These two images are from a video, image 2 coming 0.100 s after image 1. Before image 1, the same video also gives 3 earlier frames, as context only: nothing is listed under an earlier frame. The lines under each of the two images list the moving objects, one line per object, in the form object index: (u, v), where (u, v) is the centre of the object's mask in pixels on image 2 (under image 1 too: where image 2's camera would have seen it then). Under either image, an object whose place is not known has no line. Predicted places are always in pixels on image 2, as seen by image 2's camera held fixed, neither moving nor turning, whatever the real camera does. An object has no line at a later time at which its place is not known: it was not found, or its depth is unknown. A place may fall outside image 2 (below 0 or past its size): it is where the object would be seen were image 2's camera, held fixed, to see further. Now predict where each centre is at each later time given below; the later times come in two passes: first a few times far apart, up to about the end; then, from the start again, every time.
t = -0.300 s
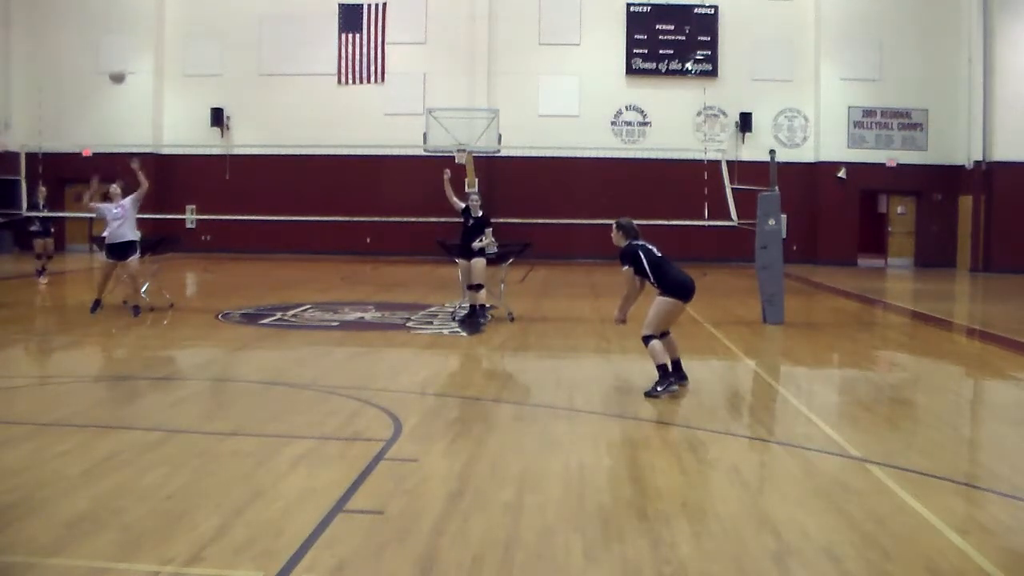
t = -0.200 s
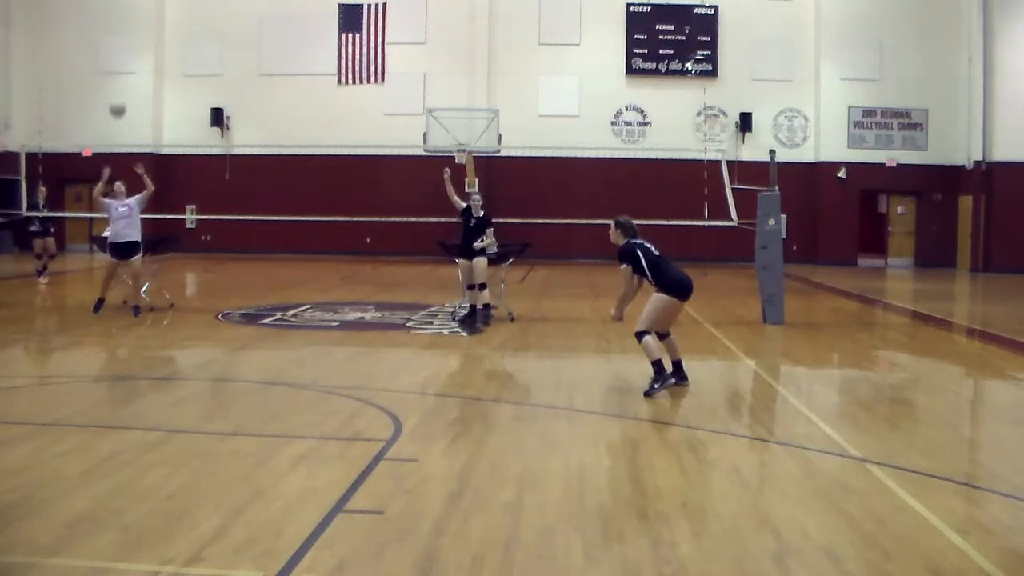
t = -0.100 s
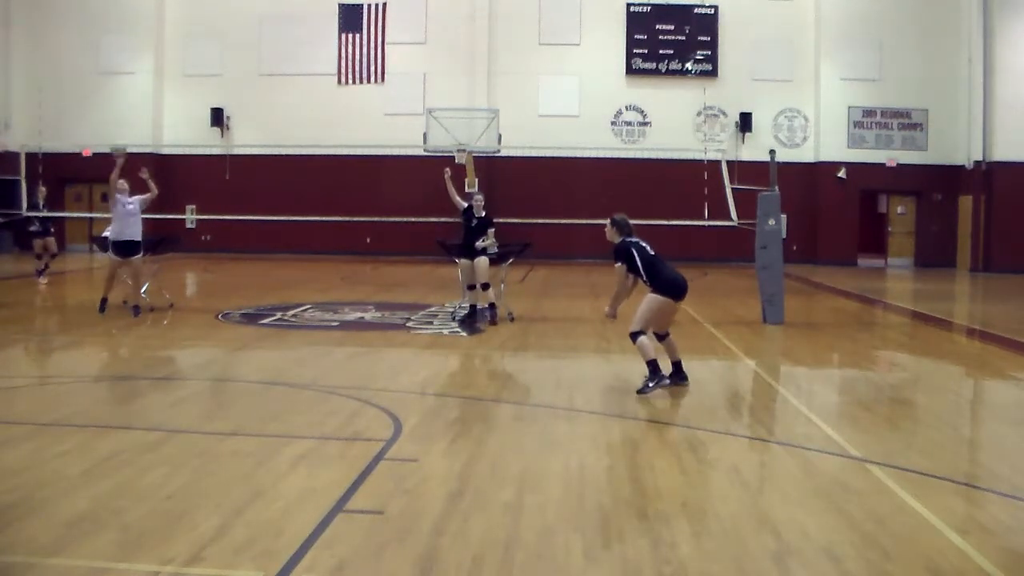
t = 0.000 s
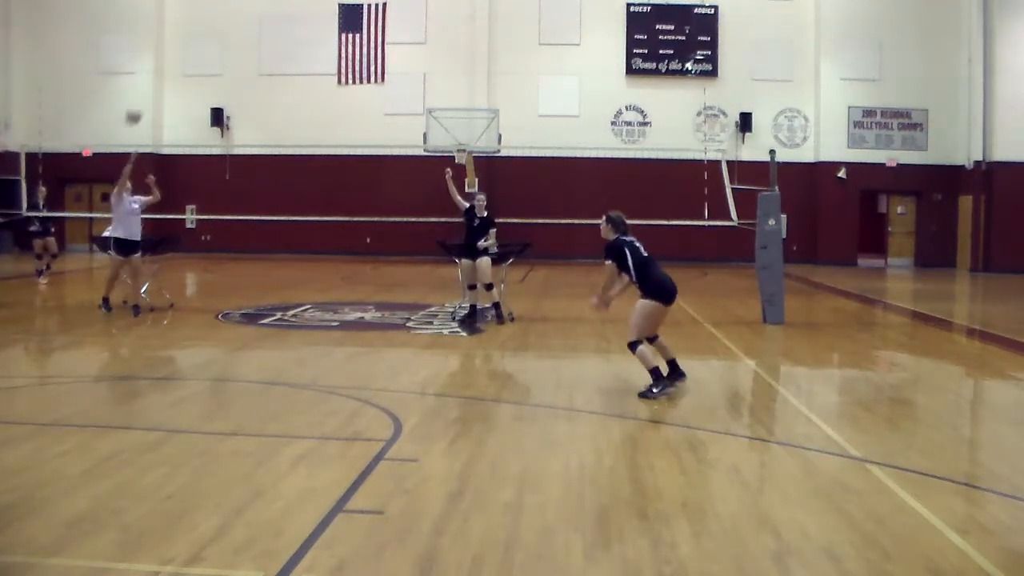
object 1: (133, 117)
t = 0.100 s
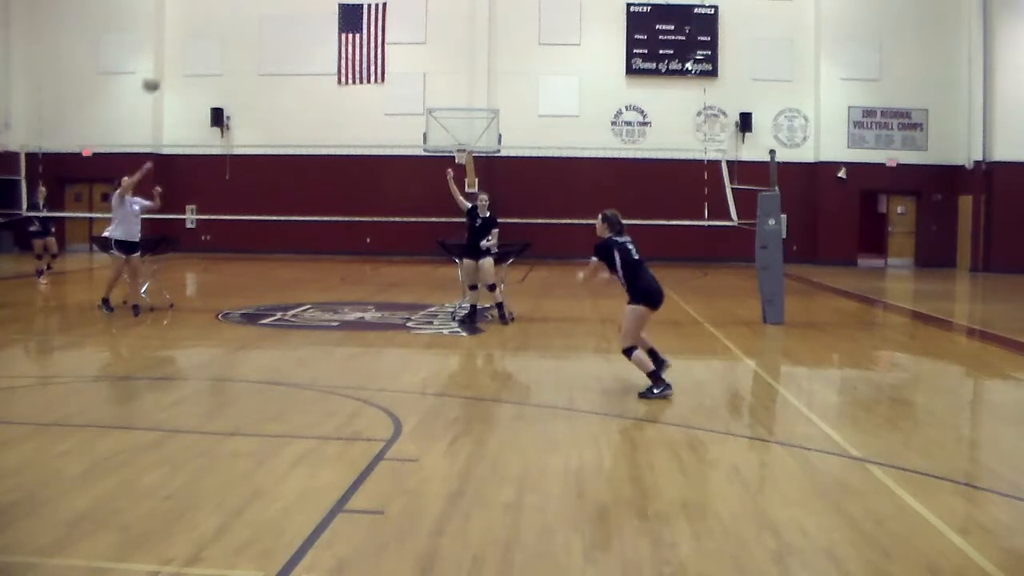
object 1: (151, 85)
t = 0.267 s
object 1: (181, 47)
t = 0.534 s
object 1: (236, 32)
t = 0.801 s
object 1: (294, 84)
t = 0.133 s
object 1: (157, 75)
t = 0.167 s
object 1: (163, 68)
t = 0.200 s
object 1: (169, 60)
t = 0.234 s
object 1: (175, 52)
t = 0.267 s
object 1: (181, 47)
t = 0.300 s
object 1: (188, 42)
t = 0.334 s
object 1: (195, 37)
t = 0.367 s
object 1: (201, 34)
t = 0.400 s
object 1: (208, 32)
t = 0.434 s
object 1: (215, 30)
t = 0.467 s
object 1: (222, 30)
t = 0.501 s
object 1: (229, 30)
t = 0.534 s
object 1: (236, 32)
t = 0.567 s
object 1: (243, 34)
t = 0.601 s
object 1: (249, 38)
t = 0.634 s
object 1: (256, 42)
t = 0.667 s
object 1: (264, 48)
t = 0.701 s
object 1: (271, 55)
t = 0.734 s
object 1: (278, 63)
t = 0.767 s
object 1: (287, 73)
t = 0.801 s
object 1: (294, 84)
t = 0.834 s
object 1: (302, 97)
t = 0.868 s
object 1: (310, 110)
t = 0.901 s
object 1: (318, 126)
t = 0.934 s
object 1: (325, 141)
